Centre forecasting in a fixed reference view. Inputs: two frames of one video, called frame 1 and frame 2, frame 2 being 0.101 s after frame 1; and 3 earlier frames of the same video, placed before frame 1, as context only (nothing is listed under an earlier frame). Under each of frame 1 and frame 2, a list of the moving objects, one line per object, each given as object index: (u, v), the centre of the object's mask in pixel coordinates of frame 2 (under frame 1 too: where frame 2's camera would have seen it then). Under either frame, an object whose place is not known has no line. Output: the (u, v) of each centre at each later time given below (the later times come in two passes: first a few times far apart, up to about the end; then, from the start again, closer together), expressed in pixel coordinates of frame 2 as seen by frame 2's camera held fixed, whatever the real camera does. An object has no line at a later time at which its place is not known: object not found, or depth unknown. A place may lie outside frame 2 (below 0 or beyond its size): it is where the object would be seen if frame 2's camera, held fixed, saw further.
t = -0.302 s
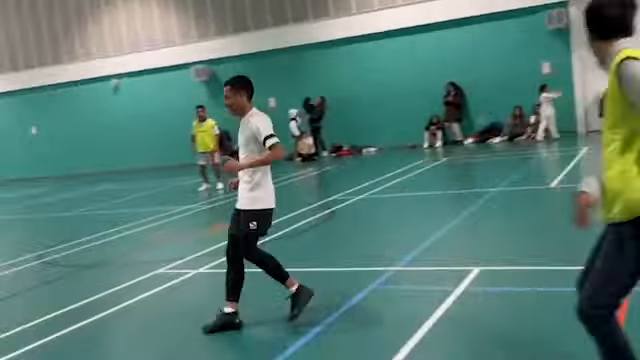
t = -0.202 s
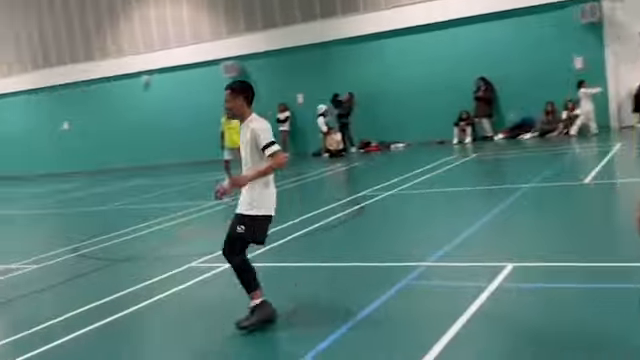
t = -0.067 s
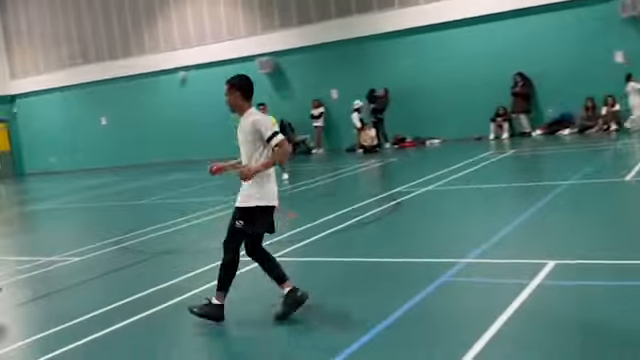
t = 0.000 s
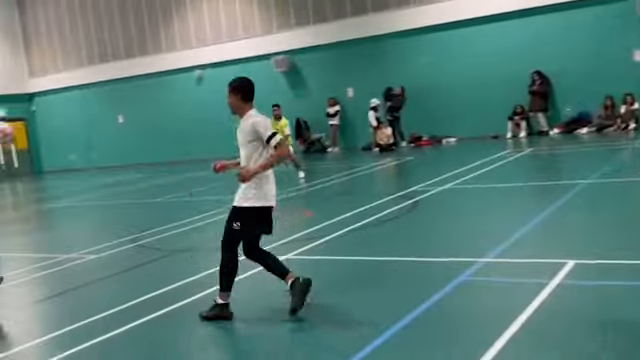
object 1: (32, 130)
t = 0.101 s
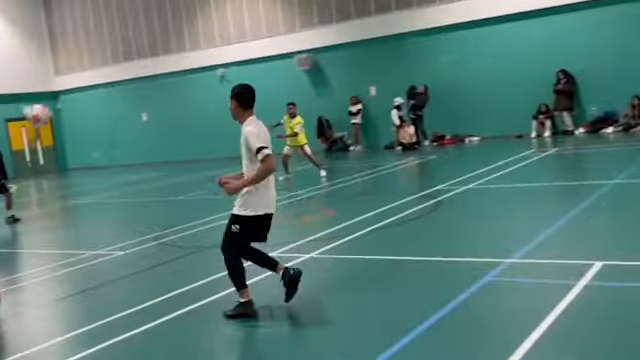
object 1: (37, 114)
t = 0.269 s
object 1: (63, 114)
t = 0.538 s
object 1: (108, 171)
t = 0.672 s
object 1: (131, 225)
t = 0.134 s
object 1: (43, 112)
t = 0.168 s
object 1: (48, 109)
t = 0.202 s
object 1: (52, 109)
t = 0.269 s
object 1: (63, 114)
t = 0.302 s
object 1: (69, 117)
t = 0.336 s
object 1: (74, 121)
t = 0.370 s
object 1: (80, 127)
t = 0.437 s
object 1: (91, 141)
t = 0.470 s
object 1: (94, 151)
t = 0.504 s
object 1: (103, 160)
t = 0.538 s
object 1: (108, 171)
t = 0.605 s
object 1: (119, 197)
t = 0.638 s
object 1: (123, 210)
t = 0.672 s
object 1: (131, 225)
